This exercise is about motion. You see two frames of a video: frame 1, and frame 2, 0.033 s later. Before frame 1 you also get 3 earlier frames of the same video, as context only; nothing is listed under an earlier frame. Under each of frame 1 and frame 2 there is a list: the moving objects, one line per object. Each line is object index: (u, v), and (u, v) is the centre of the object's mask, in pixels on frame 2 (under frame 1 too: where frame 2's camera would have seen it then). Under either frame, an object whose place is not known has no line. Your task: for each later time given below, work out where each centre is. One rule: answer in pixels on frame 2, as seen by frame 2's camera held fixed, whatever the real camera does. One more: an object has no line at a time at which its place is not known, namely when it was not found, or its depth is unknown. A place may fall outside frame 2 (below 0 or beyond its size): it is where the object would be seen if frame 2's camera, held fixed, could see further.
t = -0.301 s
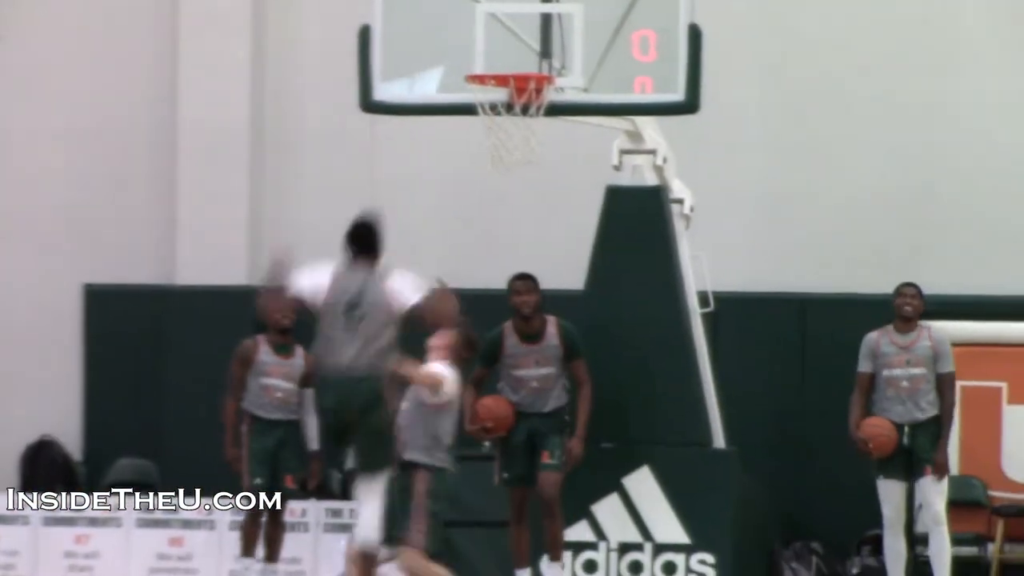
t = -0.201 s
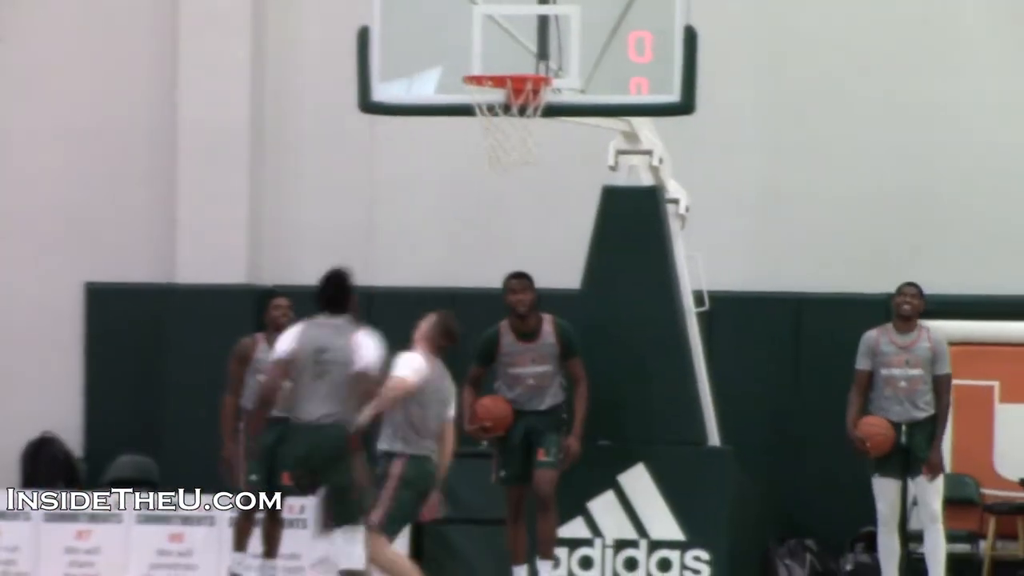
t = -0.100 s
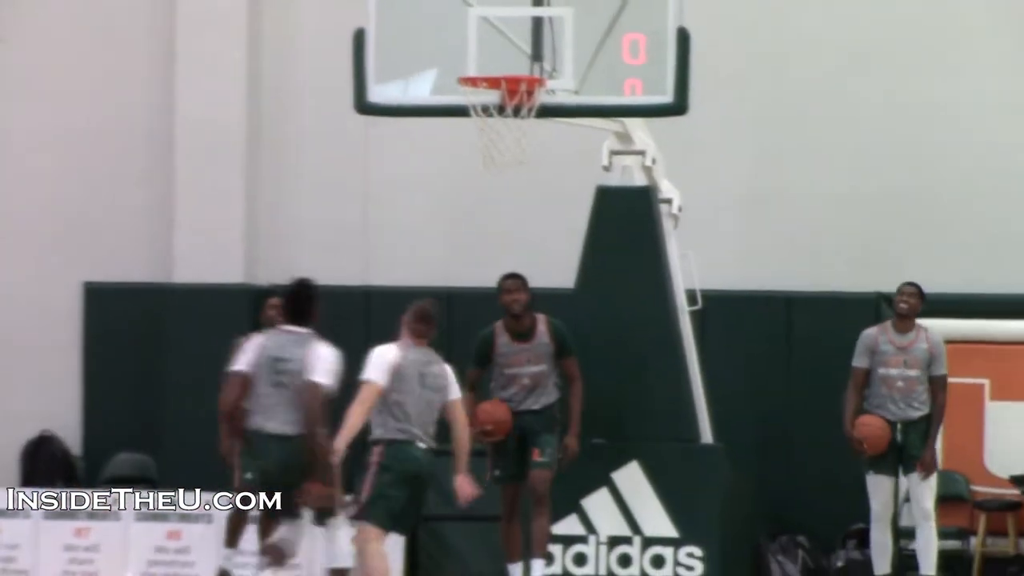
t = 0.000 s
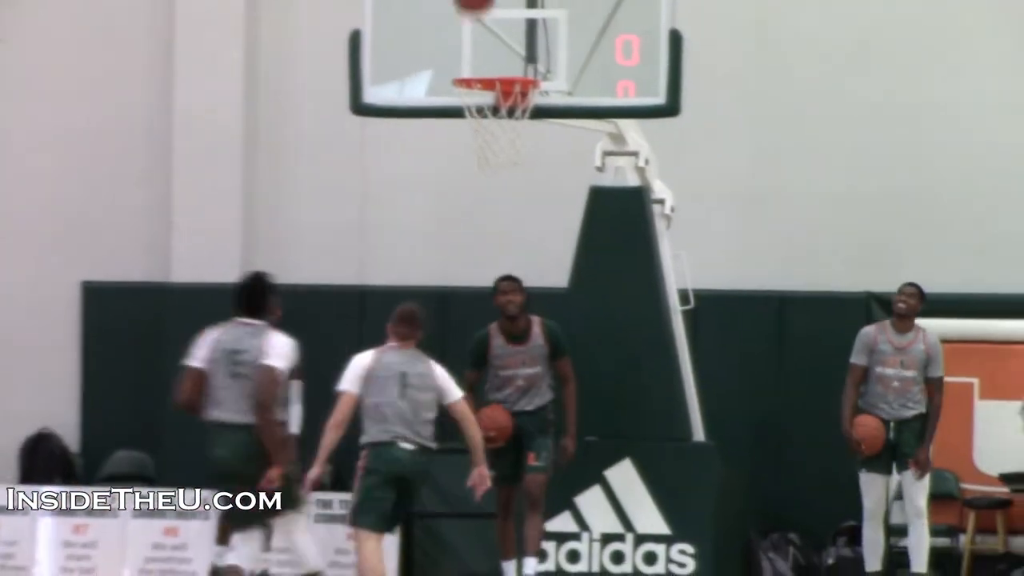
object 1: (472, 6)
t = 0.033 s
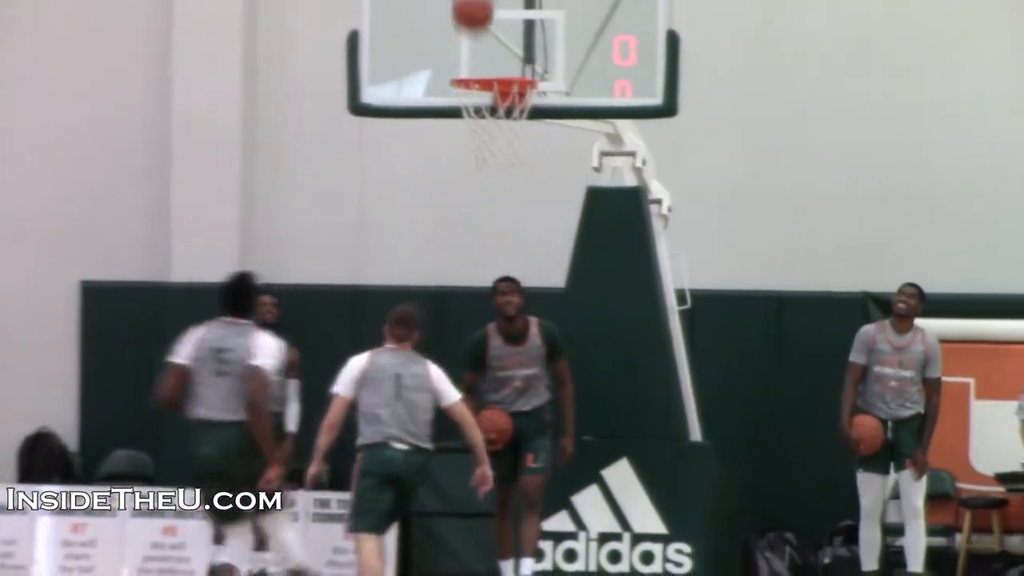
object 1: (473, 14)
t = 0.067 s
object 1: (474, 30)
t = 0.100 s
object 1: (475, 48)
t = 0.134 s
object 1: (476, 60)
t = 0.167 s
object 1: (479, 61)
